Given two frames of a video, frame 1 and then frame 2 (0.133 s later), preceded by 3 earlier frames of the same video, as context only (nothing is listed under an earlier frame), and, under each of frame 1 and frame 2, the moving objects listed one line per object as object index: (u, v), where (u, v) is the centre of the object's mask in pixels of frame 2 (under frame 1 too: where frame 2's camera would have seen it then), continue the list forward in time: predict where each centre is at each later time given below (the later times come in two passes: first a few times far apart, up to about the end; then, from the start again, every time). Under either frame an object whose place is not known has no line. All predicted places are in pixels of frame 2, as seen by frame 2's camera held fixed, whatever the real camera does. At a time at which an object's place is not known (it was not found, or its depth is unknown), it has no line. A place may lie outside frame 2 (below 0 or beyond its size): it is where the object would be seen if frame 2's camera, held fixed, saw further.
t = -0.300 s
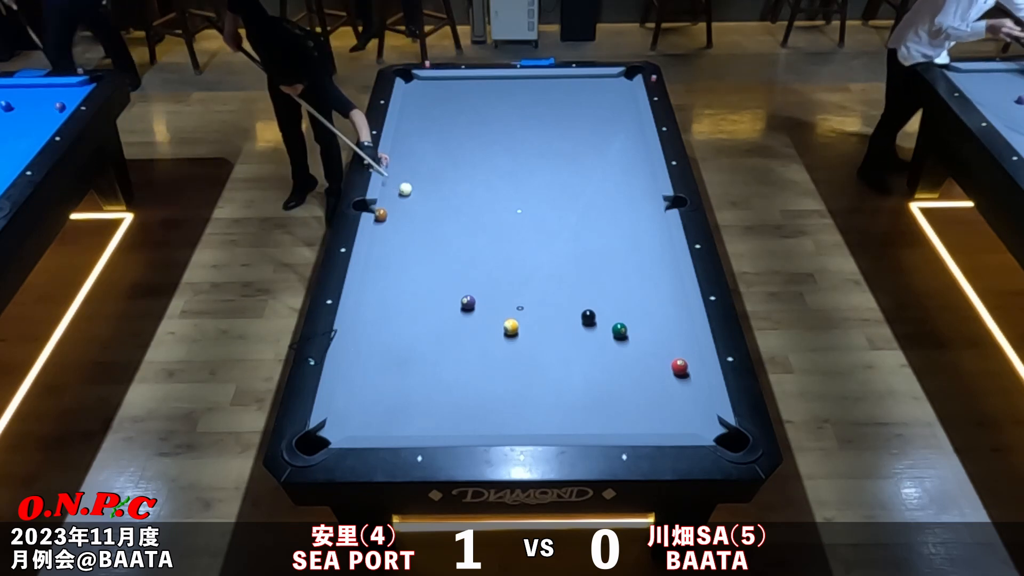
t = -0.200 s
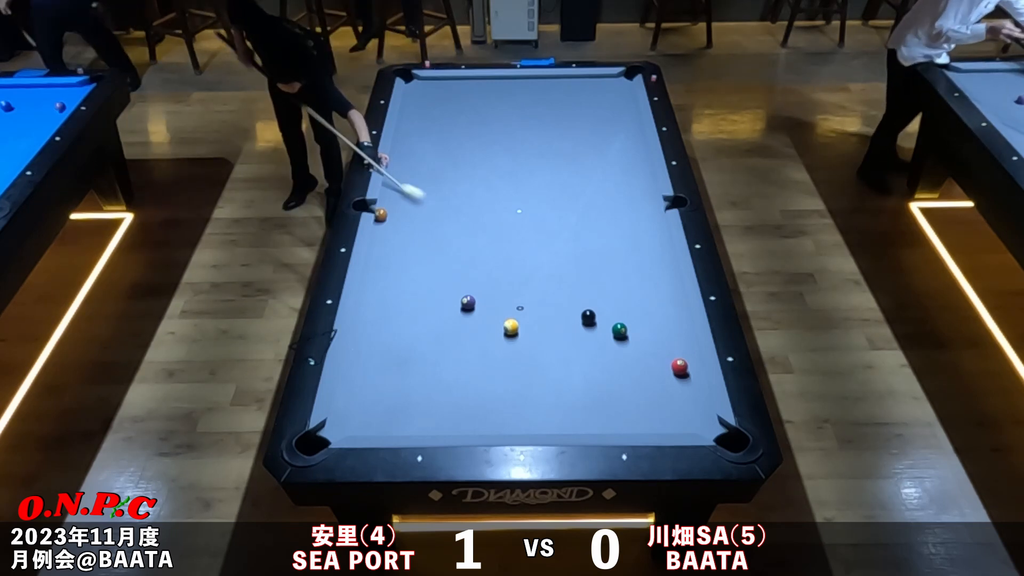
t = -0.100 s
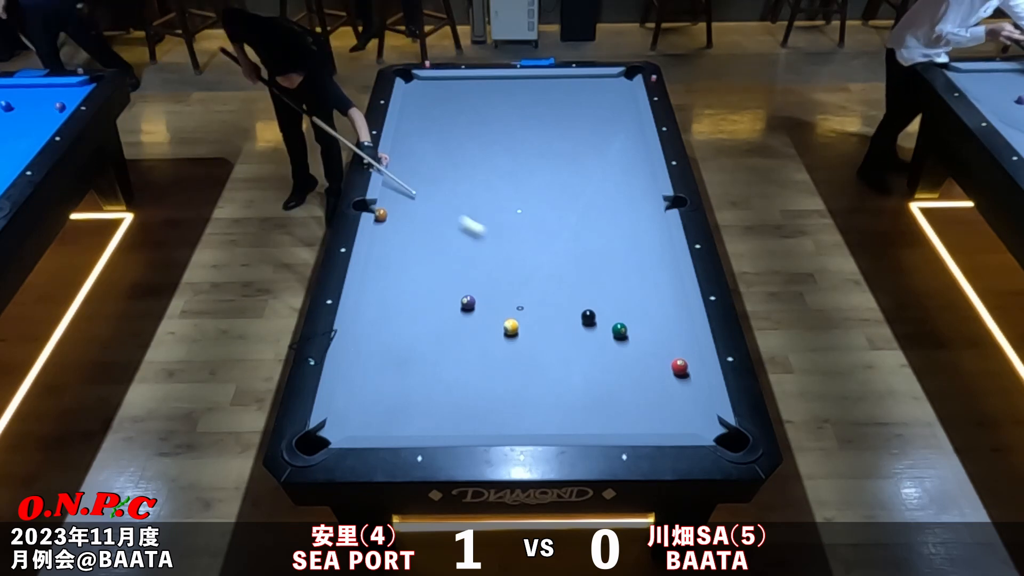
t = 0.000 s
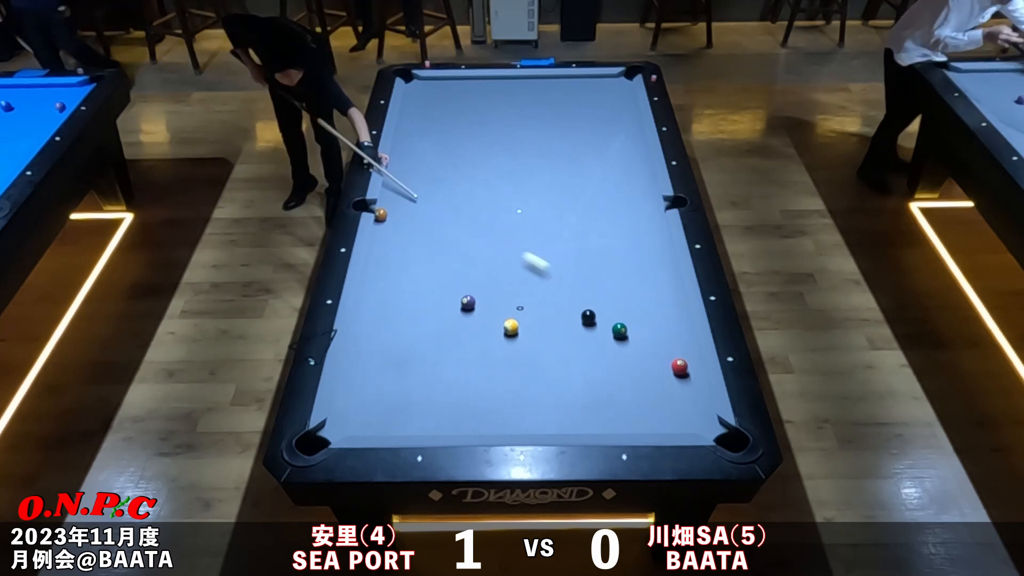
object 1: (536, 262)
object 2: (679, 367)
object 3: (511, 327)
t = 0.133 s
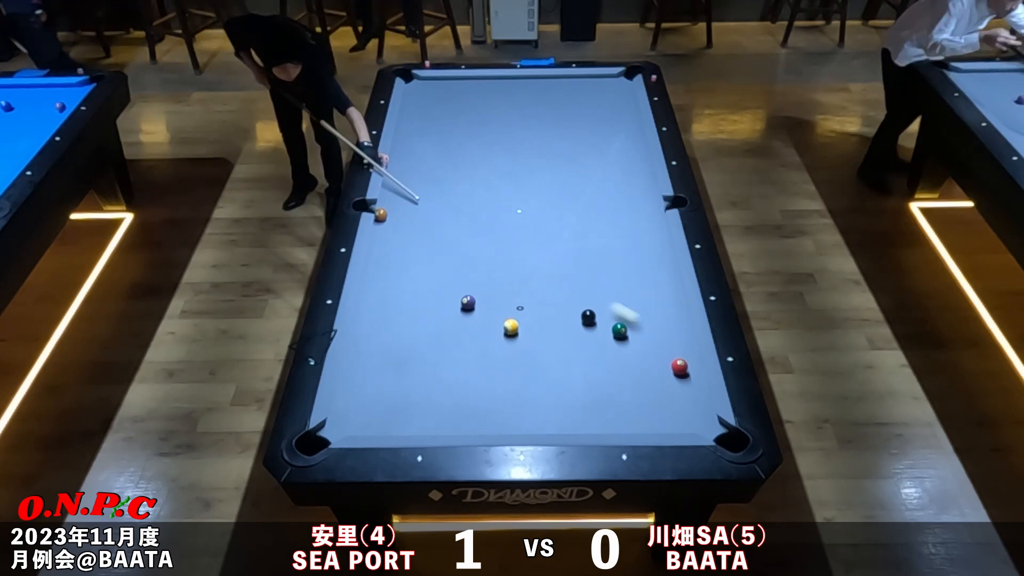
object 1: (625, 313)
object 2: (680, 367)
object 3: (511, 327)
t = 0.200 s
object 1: (670, 339)
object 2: (680, 367)
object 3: (511, 327)
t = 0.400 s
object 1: (675, 353)
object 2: (640, 408)
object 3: (511, 327)
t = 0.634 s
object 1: (657, 349)
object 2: (599, 410)
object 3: (511, 327)
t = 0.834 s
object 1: (644, 346)
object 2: (571, 388)
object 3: (511, 327)
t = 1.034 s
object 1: (631, 343)
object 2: (546, 368)
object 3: (511, 327)
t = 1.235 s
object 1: (620, 341)
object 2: (522, 350)
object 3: (511, 327)
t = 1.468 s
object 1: (609, 341)
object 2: (496, 334)
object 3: (512, 322)
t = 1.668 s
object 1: (600, 341)
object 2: (474, 328)
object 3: (513, 315)
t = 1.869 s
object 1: (593, 341)
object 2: (453, 321)
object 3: (515, 309)
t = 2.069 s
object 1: (586, 341)
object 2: (434, 315)
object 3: (516, 303)
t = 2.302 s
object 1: (580, 341)
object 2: (412, 308)
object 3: (515, 297)
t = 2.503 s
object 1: (575, 342)
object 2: (396, 303)
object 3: (515, 293)
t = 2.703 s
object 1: (572, 342)
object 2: (380, 298)
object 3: (514, 289)
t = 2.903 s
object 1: (569, 342)
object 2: (365, 293)
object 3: (514, 287)
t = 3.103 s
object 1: (567, 342)
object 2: (371, 290)
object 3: (514, 285)
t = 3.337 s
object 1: (566, 343)
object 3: (513, 283)
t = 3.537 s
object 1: (567, 343)
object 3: (513, 282)
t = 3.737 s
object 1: (567, 343)
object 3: (513, 282)
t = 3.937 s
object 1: (567, 343)
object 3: (514, 282)
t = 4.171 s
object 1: (567, 343)
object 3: (514, 282)
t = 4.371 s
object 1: (567, 343)
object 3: (514, 282)
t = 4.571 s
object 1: (567, 343)
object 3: (514, 282)
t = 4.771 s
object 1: (567, 343)
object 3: (514, 282)
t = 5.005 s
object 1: (567, 343)
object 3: (514, 282)
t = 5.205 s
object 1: (567, 343)
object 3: (514, 282)
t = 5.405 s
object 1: (567, 343)
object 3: (514, 282)
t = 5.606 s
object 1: (567, 343)
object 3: (514, 282)
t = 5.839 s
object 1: (567, 343)
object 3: (514, 282)
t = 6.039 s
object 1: (567, 343)
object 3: (514, 282)
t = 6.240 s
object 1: (567, 343)
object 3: (514, 282)
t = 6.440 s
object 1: (567, 342)
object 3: (514, 282)
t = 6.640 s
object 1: (567, 343)
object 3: (514, 282)
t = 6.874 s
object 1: (567, 343)
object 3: (514, 282)
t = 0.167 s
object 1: (648, 326)
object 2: (680, 366)
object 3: (511, 327)
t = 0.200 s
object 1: (670, 339)
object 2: (680, 367)
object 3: (511, 327)
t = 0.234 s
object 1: (689, 351)
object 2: (680, 366)
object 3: (511, 327)
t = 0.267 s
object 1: (687, 357)
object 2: (674, 371)
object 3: (511, 327)
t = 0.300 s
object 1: (683, 355)
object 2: (665, 381)
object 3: (511, 327)
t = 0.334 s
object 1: (680, 354)
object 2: (657, 390)
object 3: (511, 327)
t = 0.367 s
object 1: (677, 354)
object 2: (649, 399)
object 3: (511, 327)
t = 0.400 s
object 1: (675, 353)
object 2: (640, 408)
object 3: (511, 327)
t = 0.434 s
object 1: (672, 353)
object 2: (633, 416)
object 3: (511, 327)
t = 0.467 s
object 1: (670, 352)
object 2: (625, 423)
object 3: (511, 327)
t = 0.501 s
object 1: (667, 351)
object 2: (619, 426)
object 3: (511, 327)
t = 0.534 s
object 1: (665, 351)
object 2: (614, 422)
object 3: (511, 327)
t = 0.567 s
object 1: (662, 350)
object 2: (608, 418)
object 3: (511, 327)
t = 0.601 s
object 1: (660, 350)
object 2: (604, 415)
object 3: (511, 327)
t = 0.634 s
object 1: (657, 349)
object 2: (599, 410)
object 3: (511, 327)
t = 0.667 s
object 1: (655, 349)
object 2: (594, 407)
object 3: (511, 327)
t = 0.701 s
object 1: (653, 348)
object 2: (589, 403)
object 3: (511, 327)
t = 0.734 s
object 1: (650, 348)
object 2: (584, 399)
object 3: (511, 327)
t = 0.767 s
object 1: (648, 347)
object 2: (580, 395)
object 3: (511, 327)
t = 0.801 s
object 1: (646, 347)
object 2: (575, 392)
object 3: (511, 327)
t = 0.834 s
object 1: (644, 346)
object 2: (571, 388)
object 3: (511, 327)
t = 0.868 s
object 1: (642, 346)
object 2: (567, 385)
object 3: (511, 327)
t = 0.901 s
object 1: (639, 345)
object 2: (562, 381)
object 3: (511, 327)
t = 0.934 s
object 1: (637, 345)
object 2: (558, 378)
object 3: (511, 327)
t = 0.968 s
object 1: (635, 344)
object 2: (554, 374)
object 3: (511, 327)
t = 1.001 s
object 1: (633, 344)
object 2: (550, 371)
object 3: (511, 327)
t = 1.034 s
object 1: (631, 343)
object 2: (546, 368)
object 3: (511, 327)
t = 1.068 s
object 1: (629, 343)
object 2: (541, 365)
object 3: (511, 327)
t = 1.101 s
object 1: (627, 342)
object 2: (538, 361)
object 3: (511, 327)
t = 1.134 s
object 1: (625, 342)
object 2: (534, 358)
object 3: (511, 327)
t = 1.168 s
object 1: (623, 341)
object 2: (530, 355)
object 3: (511, 327)
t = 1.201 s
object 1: (621, 341)
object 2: (526, 352)
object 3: (511, 327)
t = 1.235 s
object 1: (620, 341)
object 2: (522, 350)
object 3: (511, 327)
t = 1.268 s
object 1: (618, 341)
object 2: (518, 347)
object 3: (511, 327)
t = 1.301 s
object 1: (616, 341)
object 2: (515, 344)
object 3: (511, 327)
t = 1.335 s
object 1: (615, 341)
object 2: (511, 341)
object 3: (511, 326)
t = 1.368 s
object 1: (613, 341)
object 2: (508, 338)
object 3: (511, 326)
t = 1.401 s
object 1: (612, 341)
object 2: (504, 337)
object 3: (512, 325)
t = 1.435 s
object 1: (610, 341)
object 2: (500, 335)
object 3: (512, 324)
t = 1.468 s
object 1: (609, 341)
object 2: (496, 334)
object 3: (512, 322)
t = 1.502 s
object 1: (607, 341)
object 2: (492, 333)
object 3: (512, 321)
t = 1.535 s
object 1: (606, 341)
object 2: (488, 332)
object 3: (513, 320)
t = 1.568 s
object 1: (604, 341)
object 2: (485, 331)
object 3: (513, 319)
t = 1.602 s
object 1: (603, 341)
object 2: (481, 330)
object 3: (513, 318)
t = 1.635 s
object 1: (602, 341)
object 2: (477, 328)
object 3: (513, 316)
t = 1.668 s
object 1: (600, 341)
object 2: (474, 328)
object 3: (513, 315)
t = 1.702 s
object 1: (599, 341)
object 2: (470, 326)
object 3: (514, 314)
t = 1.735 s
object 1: (598, 341)
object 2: (467, 325)
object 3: (514, 313)
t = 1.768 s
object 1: (596, 341)
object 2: (463, 324)
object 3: (514, 312)
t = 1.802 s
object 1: (595, 341)
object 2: (460, 323)
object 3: (514, 311)
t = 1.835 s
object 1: (594, 341)
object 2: (457, 322)
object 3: (515, 310)
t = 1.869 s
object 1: (593, 341)
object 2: (453, 321)
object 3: (515, 309)
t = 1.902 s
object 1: (592, 341)
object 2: (450, 320)
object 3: (515, 308)
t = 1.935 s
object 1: (590, 341)
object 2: (446, 319)
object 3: (515, 307)
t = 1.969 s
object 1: (589, 341)
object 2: (443, 318)
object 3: (515, 306)
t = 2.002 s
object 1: (588, 341)
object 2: (440, 317)
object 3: (515, 305)
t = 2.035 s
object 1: (587, 341)
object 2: (437, 316)
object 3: (516, 304)
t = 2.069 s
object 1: (586, 341)
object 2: (434, 315)
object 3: (516, 303)
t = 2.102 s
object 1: (585, 341)
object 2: (430, 314)
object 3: (516, 302)
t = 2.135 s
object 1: (584, 341)
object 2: (427, 313)
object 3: (516, 301)
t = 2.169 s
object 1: (583, 341)
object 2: (424, 312)
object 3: (516, 300)
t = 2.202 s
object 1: (582, 341)
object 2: (421, 311)
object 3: (516, 299)
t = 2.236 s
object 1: (582, 341)
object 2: (418, 310)
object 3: (516, 299)
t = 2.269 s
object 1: (581, 341)
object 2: (415, 309)
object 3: (515, 298)
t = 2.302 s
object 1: (580, 341)
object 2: (412, 308)
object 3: (515, 297)
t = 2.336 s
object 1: (579, 342)
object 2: (409, 307)
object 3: (515, 296)
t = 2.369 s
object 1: (578, 341)
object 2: (407, 307)
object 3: (515, 296)
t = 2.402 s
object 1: (577, 341)
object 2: (404, 306)
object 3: (515, 295)
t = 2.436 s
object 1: (577, 341)
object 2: (401, 305)
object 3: (515, 294)
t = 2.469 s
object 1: (576, 342)
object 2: (398, 304)
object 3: (515, 294)
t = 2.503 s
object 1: (575, 342)
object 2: (396, 303)
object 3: (515, 293)
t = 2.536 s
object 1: (575, 342)
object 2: (393, 302)
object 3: (515, 292)
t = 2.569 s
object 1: (574, 342)
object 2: (390, 301)
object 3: (515, 292)
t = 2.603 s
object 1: (573, 342)
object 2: (387, 301)
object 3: (514, 291)
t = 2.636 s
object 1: (573, 342)
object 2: (385, 300)
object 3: (514, 291)
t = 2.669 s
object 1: (572, 342)
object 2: (382, 299)
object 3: (514, 290)
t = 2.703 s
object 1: (572, 342)
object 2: (380, 298)
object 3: (514, 289)
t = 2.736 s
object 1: (571, 342)
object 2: (377, 297)
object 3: (514, 289)
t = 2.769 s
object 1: (571, 342)
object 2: (375, 297)
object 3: (514, 288)
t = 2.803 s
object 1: (570, 342)
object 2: (372, 296)
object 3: (514, 288)
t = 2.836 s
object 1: (570, 342)
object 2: (370, 295)
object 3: (514, 288)
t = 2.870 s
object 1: (569, 342)
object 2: (367, 294)
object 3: (514, 287)
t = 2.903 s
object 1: (569, 342)
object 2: (365, 293)
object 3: (514, 287)
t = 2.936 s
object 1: (569, 342)
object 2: (364, 293)
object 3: (514, 286)
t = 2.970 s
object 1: (568, 342)
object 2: (365, 292)
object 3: (514, 286)
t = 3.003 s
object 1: (568, 342)
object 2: (367, 292)
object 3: (514, 286)
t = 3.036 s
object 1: (568, 342)
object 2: (369, 291)
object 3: (514, 285)
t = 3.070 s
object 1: (568, 342)
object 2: (370, 291)
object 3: (514, 285)
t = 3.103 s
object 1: (567, 342)
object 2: (371, 290)
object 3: (514, 285)
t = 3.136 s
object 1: (567, 343)
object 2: (373, 290)
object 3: (513, 284)
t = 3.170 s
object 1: (567, 343)
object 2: (374, 289)
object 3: (513, 284)
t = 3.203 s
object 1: (567, 343)
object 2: (376, 289)
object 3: (513, 284)
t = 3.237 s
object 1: (567, 343)
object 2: (377, 289)
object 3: (513, 284)
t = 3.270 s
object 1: (566, 343)
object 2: (379, 288)
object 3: (513, 283)
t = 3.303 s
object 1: (566, 343)
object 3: (513, 283)
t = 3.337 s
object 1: (566, 343)
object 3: (513, 283)
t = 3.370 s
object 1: (566, 343)
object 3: (513, 283)
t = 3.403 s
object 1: (566, 343)
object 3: (513, 283)
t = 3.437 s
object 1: (566, 343)
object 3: (513, 283)
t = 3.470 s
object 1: (567, 343)
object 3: (513, 283)
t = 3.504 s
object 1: (567, 343)
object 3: (513, 282)
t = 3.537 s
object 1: (567, 343)
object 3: (513, 282)
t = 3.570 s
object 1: (567, 343)
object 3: (513, 282)
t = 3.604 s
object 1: (567, 343)
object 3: (513, 282)
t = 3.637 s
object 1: (567, 343)
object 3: (513, 282)
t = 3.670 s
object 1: (567, 343)
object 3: (513, 282)
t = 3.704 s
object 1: (567, 343)
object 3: (513, 282)
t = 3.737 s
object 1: (567, 343)
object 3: (513, 282)
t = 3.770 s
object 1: (567, 343)
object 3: (513, 282)
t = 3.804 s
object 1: (567, 343)
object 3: (514, 282)
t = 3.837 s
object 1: (567, 343)
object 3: (514, 282)
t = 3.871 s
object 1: (567, 343)
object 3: (514, 282)
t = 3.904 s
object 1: (567, 343)
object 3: (514, 282)
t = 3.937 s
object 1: (567, 343)
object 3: (514, 282)
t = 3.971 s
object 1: (567, 343)
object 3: (514, 282)
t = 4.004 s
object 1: (567, 343)
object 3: (514, 282)
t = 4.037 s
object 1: (567, 343)
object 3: (514, 282)
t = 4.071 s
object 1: (567, 343)
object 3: (514, 282)
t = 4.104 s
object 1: (567, 343)
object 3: (514, 282)
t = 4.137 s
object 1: (567, 343)
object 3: (514, 282)
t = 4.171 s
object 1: (567, 343)
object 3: (514, 282)
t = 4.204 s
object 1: (567, 343)
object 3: (514, 282)
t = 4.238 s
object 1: (567, 343)
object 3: (514, 282)
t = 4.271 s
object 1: (567, 343)
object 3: (514, 282)
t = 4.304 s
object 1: (567, 343)
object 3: (514, 282)
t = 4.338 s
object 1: (567, 343)
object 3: (514, 282)
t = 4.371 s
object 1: (567, 343)
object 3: (514, 282)
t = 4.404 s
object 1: (567, 343)
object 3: (514, 282)
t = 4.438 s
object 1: (567, 343)
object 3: (514, 282)
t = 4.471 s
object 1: (567, 343)
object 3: (514, 282)
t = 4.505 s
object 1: (567, 343)
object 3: (514, 282)
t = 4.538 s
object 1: (567, 343)
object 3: (514, 282)
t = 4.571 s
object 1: (567, 343)
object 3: (514, 282)
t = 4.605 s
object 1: (567, 343)
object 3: (514, 282)
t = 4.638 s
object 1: (567, 343)
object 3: (514, 282)
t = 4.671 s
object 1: (567, 343)
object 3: (514, 282)
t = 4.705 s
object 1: (567, 343)
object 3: (514, 282)
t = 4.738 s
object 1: (567, 343)
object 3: (514, 282)
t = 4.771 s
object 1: (567, 343)
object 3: (514, 282)
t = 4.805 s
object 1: (567, 343)
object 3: (514, 282)
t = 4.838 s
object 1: (567, 343)
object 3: (514, 282)
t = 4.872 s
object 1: (567, 343)
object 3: (514, 282)
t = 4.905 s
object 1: (567, 343)
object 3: (514, 282)
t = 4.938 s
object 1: (567, 343)
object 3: (514, 282)
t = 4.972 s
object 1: (567, 343)
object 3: (514, 282)
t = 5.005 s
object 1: (567, 343)
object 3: (514, 282)
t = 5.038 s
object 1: (567, 343)
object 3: (514, 282)
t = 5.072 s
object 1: (567, 343)
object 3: (514, 282)
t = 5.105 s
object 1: (567, 343)
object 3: (514, 282)
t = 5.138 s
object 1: (567, 343)
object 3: (514, 282)
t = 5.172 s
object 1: (567, 343)
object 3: (514, 282)
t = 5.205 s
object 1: (567, 343)
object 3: (514, 282)
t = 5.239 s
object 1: (567, 343)
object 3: (514, 282)
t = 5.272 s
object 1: (567, 343)
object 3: (514, 282)
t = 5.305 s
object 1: (567, 343)
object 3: (514, 282)
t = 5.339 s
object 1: (567, 343)
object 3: (514, 282)
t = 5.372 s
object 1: (567, 343)
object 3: (514, 282)
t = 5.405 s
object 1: (567, 343)
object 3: (514, 282)
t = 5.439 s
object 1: (567, 343)
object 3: (514, 282)
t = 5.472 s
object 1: (567, 343)
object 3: (514, 282)
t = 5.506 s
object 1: (567, 343)
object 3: (514, 282)
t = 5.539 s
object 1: (567, 343)
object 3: (514, 282)
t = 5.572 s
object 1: (567, 343)
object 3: (514, 282)
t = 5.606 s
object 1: (567, 343)
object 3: (514, 282)
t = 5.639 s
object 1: (567, 343)
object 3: (514, 282)
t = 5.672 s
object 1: (567, 343)
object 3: (514, 282)
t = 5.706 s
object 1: (567, 343)
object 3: (514, 282)
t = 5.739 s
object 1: (567, 343)
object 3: (514, 282)
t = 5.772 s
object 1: (567, 343)
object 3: (514, 282)
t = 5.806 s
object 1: (567, 343)
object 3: (514, 282)
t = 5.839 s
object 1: (567, 343)
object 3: (514, 282)
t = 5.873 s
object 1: (567, 343)
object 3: (514, 282)
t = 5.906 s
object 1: (567, 343)
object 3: (514, 282)
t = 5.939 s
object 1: (567, 343)
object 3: (514, 282)
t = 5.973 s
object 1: (567, 343)
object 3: (514, 282)
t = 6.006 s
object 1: (567, 343)
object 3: (514, 282)
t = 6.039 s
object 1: (567, 343)
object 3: (514, 282)
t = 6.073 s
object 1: (567, 343)
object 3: (514, 282)
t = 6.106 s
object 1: (567, 343)
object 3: (514, 282)
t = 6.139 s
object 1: (567, 343)
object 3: (514, 282)
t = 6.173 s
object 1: (567, 343)
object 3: (514, 282)
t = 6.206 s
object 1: (567, 343)
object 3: (514, 282)
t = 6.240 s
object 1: (567, 343)
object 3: (514, 282)
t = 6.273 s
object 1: (567, 342)
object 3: (514, 282)
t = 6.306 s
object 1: (567, 343)
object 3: (514, 282)
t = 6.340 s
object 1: (567, 343)
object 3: (514, 282)
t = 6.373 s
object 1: (567, 343)
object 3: (514, 282)
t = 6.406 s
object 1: (567, 343)
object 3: (514, 282)
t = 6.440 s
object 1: (567, 342)
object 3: (514, 282)
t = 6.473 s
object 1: (567, 342)
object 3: (514, 282)
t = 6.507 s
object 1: (567, 343)
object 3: (514, 282)
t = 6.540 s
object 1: (567, 343)
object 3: (514, 282)
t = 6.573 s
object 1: (567, 343)
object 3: (514, 282)
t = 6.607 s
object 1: (567, 343)
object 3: (514, 282)
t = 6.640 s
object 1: (567, 343)
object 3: (514, 282)
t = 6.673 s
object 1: (567, 343)
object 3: (514, 282)
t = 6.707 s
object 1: (567, 343)
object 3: (514, 282)
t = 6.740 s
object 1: (567, 343)
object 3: (514, 282)
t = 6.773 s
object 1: (567, 343)
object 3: (514, 282)
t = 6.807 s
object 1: (567, 343)
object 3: (514, 282)
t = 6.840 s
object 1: (567, 343)
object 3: (514, 282)
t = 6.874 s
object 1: (567, 343)
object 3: (514, 282)
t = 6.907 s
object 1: (567, 343)
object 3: (514, 282)
